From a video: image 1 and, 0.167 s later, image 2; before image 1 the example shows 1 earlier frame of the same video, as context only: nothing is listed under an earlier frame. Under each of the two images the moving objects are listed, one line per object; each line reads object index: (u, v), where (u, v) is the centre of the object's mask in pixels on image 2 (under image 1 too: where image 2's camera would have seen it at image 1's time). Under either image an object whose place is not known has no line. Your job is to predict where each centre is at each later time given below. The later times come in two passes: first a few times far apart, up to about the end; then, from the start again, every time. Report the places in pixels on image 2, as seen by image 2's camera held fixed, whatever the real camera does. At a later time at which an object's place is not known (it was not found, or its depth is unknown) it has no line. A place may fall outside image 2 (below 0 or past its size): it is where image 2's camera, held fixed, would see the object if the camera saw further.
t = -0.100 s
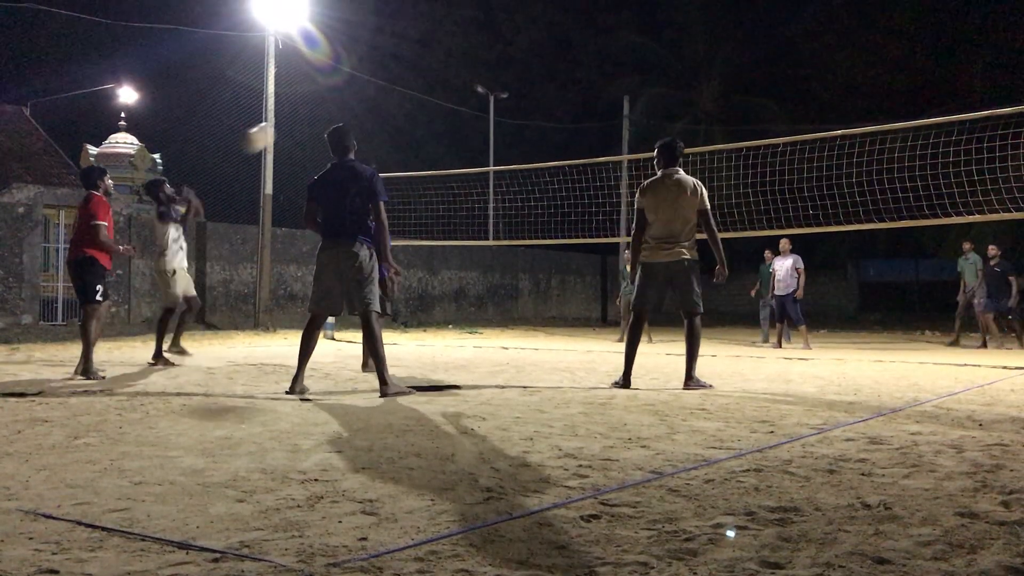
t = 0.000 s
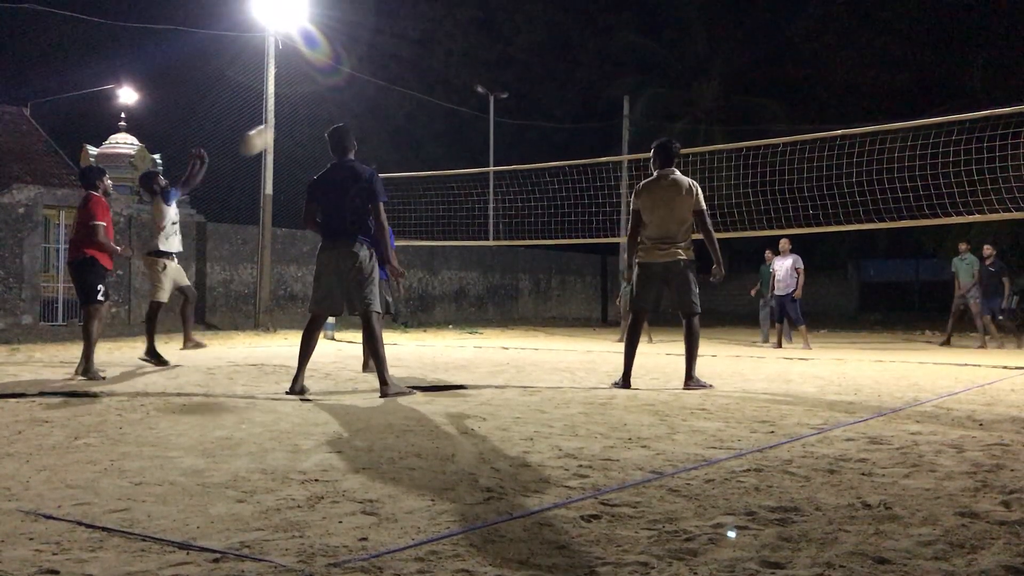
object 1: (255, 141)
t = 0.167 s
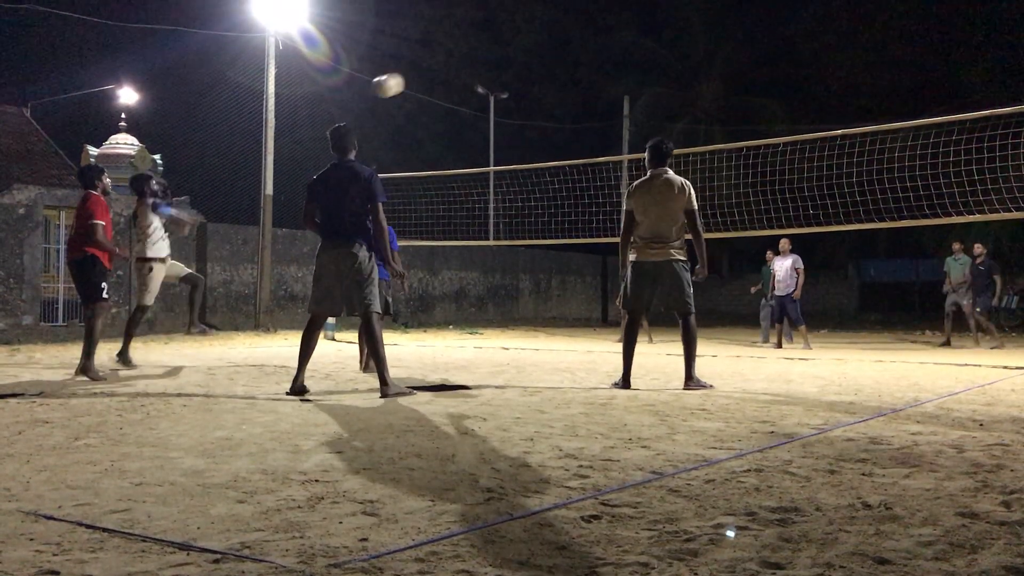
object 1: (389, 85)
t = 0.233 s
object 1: (434, 74)
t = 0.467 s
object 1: (570, 71)
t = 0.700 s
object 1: (678, 112)
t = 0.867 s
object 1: (740, 161)
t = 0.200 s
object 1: (412, 79)
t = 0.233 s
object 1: (434, 74)
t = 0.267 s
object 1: (456, 70)
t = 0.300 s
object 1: (477, 68)
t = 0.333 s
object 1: (497, 66)
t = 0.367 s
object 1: (516, 66)
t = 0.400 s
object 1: (535, 67)
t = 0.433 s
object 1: (553, 68)
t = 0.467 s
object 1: (570, 71)
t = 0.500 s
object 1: (587, 75)
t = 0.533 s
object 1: (604, 79)
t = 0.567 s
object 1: (619, 84)
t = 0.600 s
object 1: (634, 90)
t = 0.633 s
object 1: (649, 97)
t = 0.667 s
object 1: (663, 104)
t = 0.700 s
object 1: (678, 112)
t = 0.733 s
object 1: (691, 121)
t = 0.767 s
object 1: (704, 130)
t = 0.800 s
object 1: (716, 138)
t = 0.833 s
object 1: (729, 151)
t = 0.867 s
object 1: (740, 161)
